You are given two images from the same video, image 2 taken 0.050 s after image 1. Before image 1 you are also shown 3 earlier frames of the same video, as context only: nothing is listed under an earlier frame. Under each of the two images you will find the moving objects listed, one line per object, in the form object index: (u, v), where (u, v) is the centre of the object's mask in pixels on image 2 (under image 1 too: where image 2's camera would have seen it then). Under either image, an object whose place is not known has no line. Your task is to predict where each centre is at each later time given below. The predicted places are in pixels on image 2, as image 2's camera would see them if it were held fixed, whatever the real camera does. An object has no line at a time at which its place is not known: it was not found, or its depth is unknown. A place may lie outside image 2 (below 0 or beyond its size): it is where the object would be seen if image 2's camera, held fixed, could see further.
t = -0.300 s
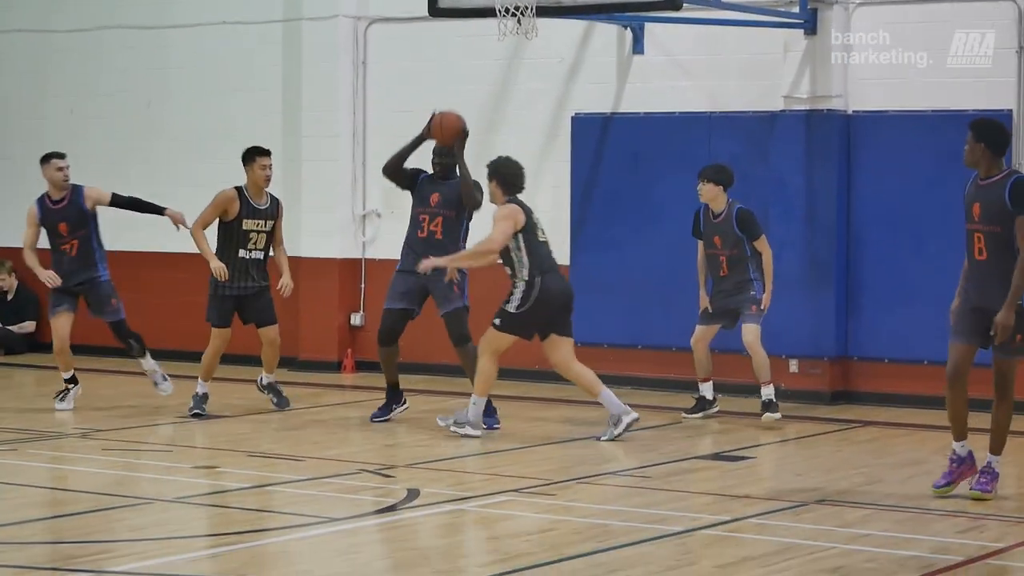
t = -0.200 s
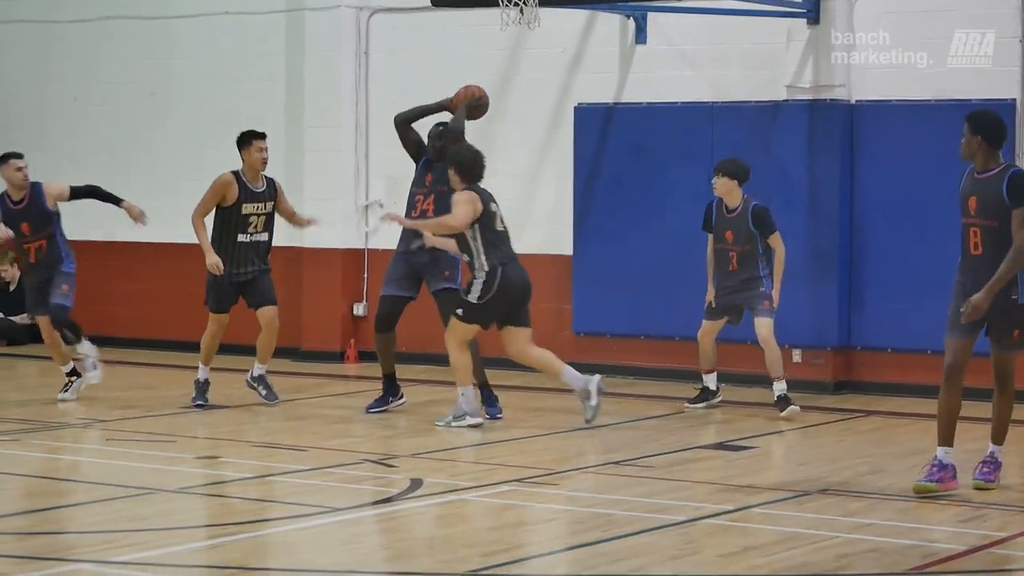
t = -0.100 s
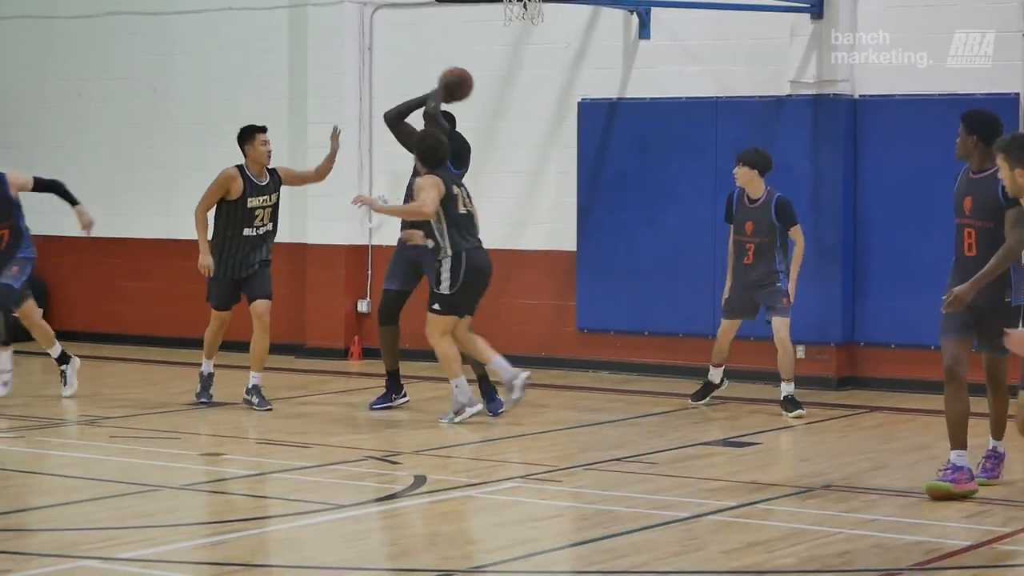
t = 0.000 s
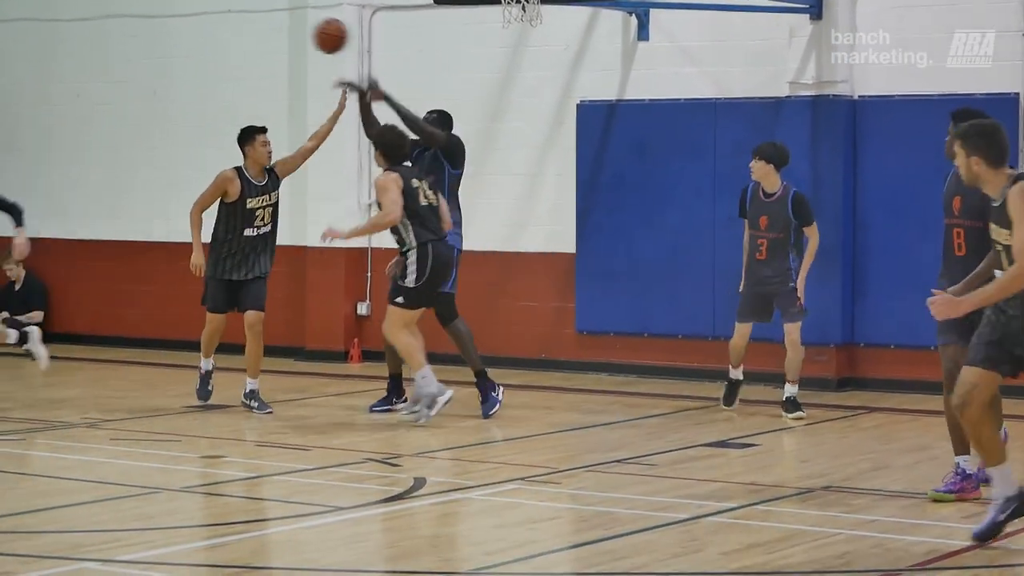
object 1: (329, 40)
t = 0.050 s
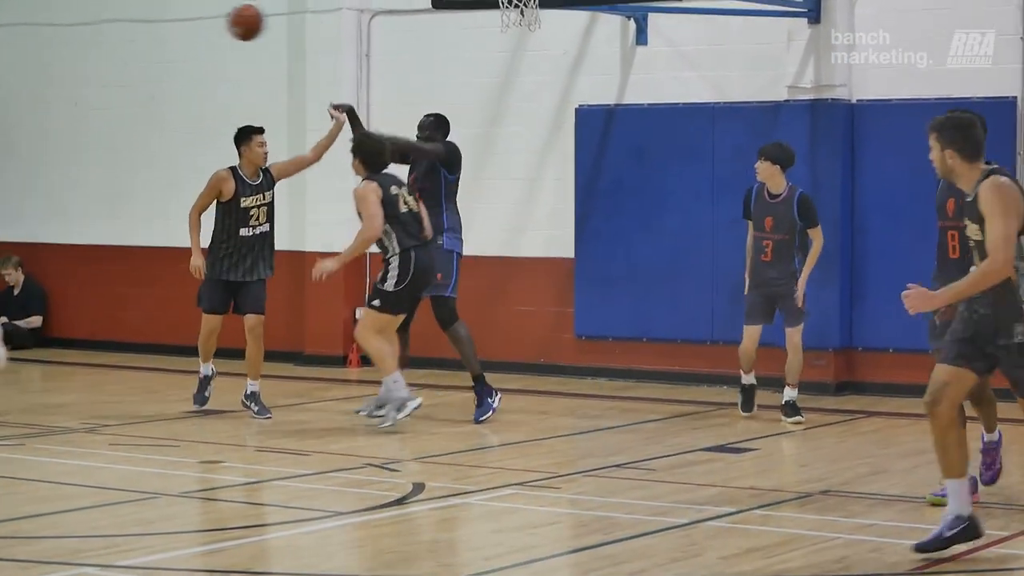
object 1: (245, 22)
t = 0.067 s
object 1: (216, 17)
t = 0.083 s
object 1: (188, 13)
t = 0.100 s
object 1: (159, 9)
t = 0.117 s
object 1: (130, 4)
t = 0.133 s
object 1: (100, 1)
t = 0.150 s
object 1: (70, -3)
